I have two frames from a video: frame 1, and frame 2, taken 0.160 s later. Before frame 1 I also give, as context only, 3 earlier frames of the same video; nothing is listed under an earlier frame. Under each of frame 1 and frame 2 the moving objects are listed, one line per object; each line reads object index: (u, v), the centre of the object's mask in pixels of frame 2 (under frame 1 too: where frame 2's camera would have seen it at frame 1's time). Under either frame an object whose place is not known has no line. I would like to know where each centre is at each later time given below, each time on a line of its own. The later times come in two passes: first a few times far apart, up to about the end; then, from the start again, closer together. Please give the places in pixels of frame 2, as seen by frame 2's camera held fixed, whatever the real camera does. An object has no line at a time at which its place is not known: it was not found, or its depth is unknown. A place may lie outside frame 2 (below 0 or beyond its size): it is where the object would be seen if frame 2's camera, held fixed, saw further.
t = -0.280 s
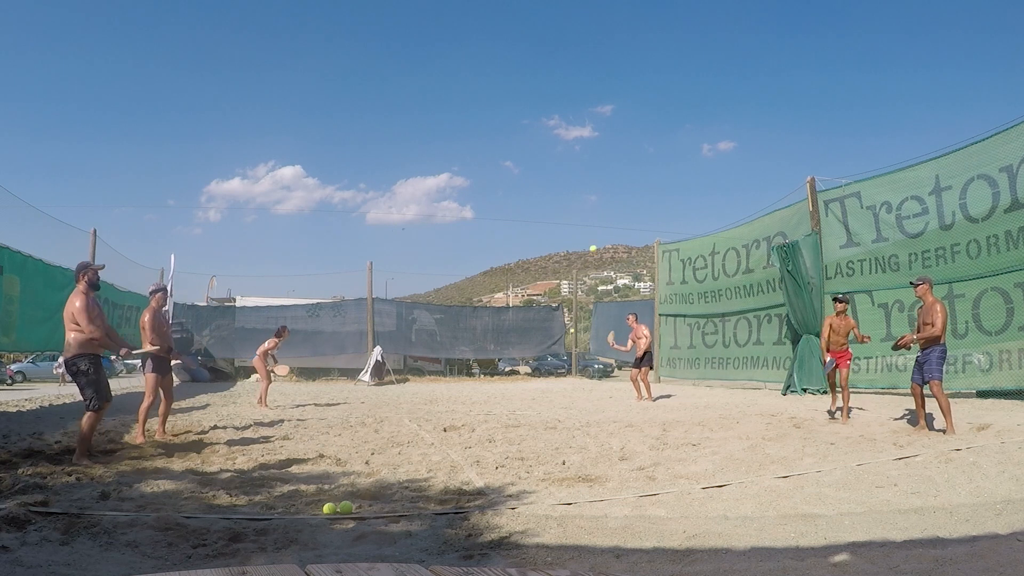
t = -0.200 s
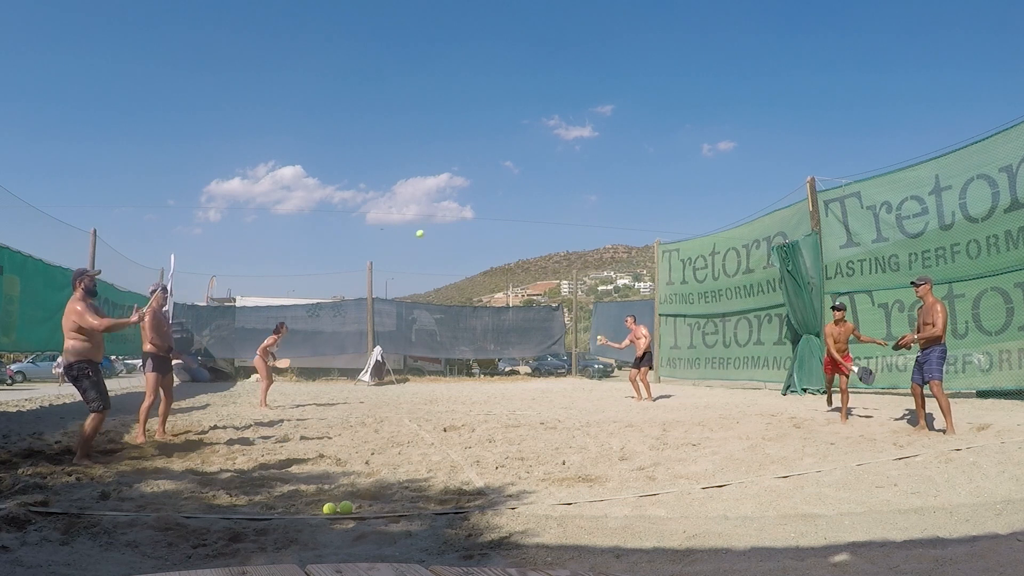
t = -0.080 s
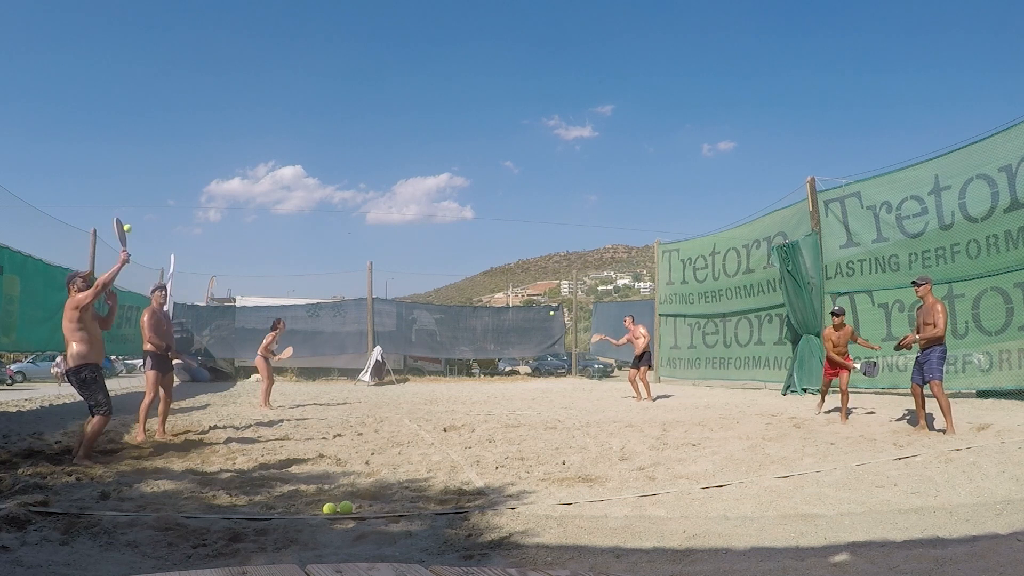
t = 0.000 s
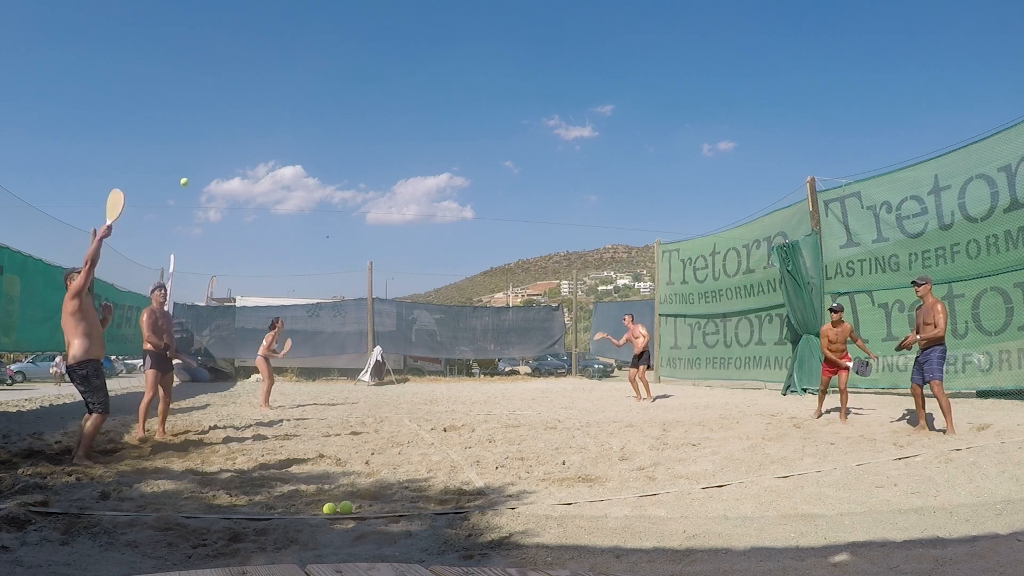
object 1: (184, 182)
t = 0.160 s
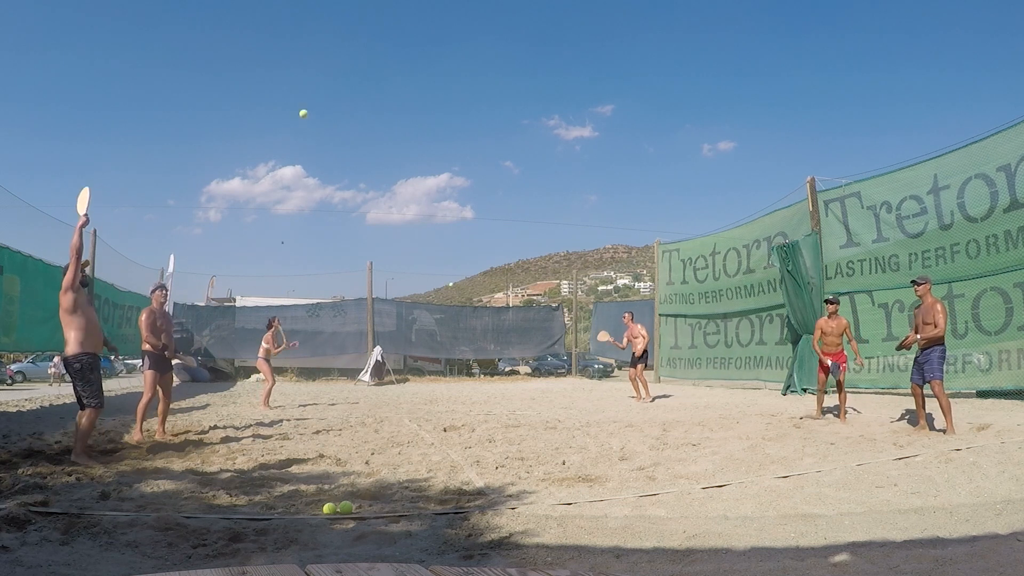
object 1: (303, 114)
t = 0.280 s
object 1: (394, 85)
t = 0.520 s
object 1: (572, 87)
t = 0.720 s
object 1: (710, 145)
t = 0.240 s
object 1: (364, 92)
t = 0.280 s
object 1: (394, 85)
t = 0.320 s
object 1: (424, 80)
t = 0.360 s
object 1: (454, 77)
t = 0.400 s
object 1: (484, 76)
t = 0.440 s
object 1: (513, 77)
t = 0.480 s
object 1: (543, 81)
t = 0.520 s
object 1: (572, 87)
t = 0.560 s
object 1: (600, 94)
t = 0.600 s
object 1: (628, 104)
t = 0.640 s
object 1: (656, 115)
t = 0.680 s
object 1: (683, 129)
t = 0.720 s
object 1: (710, 145)
